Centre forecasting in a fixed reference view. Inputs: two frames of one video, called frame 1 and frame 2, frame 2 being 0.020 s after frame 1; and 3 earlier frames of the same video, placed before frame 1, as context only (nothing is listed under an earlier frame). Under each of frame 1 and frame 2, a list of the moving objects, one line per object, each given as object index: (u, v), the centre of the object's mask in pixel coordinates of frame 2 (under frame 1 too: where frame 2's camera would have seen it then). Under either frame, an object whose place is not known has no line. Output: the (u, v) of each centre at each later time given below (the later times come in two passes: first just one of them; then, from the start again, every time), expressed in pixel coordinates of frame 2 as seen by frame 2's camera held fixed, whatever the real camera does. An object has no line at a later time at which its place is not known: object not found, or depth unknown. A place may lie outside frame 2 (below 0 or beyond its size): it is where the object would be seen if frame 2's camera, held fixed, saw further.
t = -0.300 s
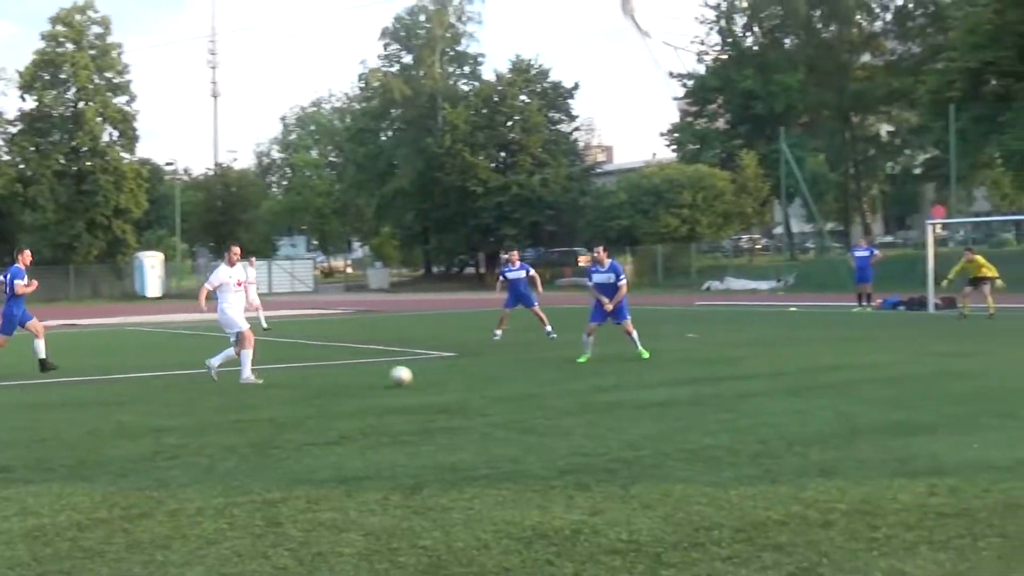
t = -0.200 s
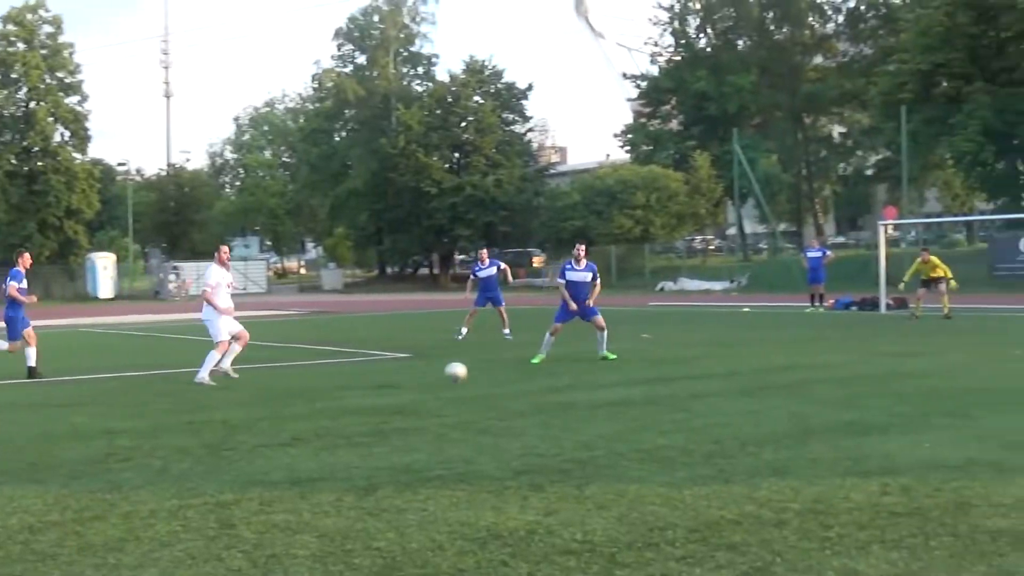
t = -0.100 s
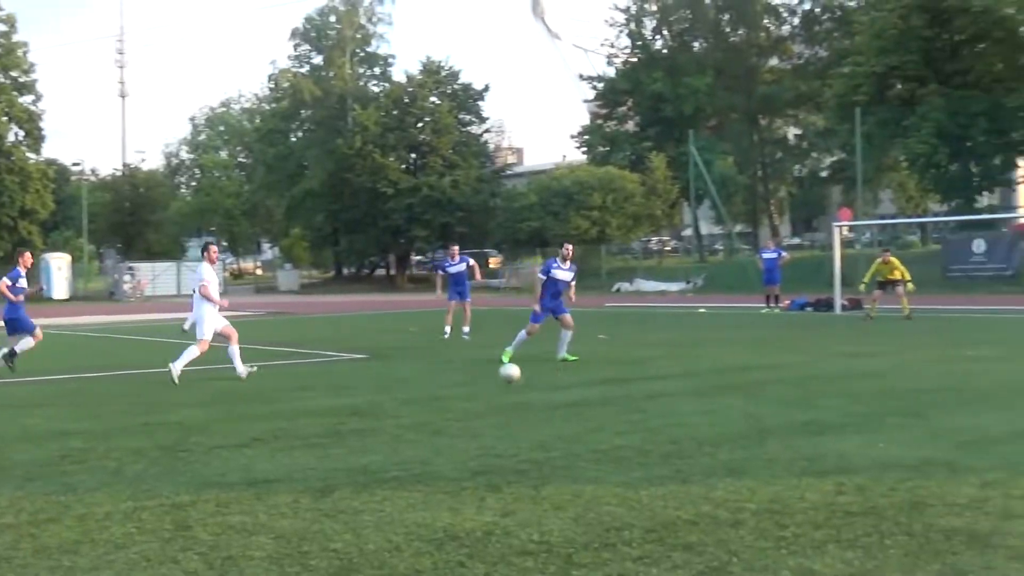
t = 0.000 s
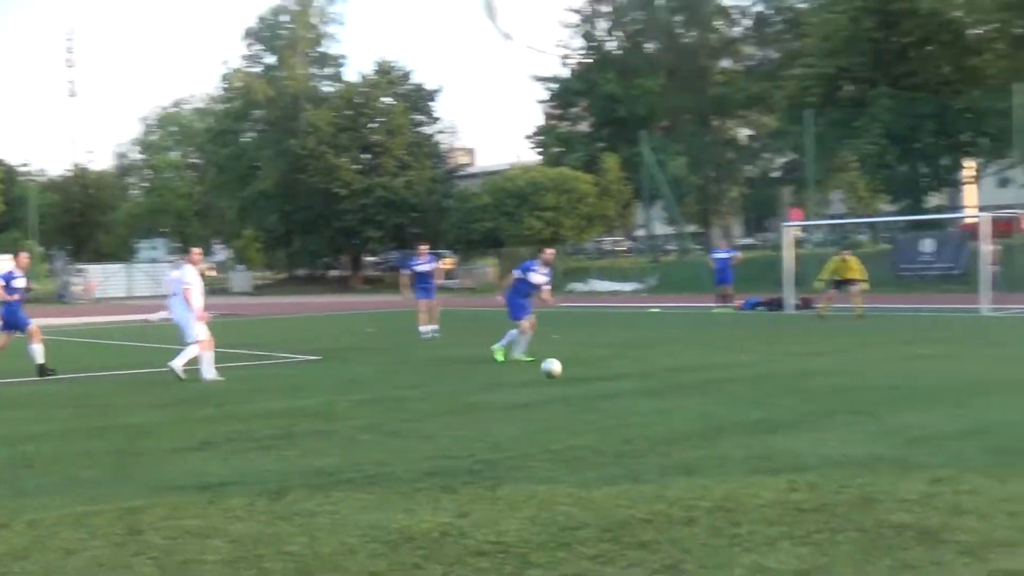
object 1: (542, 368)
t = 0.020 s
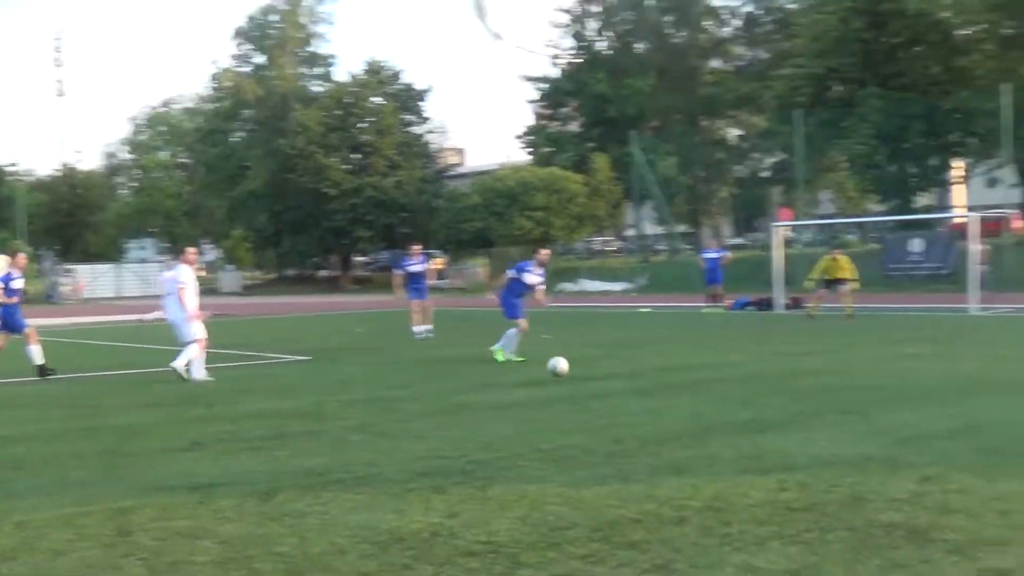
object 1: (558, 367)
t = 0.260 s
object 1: (746, 362)
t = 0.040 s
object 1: (574, 365)
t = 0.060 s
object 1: (590, 364)
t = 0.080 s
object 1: (606, 364)
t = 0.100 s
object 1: (622, 364)
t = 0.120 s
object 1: (638, 364)
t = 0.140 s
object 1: (653, 365)
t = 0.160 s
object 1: (669, 367)
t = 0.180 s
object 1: (685, 369)
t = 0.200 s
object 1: (700, 369)
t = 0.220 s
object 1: (716, 367)
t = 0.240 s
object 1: (731, 364)
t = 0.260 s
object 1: (746, 362)
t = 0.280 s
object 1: (761, 361)
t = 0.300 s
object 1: (775, 360)
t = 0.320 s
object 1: (790, 360)
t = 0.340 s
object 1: (805, 359)
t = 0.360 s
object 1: (820, 360)
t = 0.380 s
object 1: (834, 361)
